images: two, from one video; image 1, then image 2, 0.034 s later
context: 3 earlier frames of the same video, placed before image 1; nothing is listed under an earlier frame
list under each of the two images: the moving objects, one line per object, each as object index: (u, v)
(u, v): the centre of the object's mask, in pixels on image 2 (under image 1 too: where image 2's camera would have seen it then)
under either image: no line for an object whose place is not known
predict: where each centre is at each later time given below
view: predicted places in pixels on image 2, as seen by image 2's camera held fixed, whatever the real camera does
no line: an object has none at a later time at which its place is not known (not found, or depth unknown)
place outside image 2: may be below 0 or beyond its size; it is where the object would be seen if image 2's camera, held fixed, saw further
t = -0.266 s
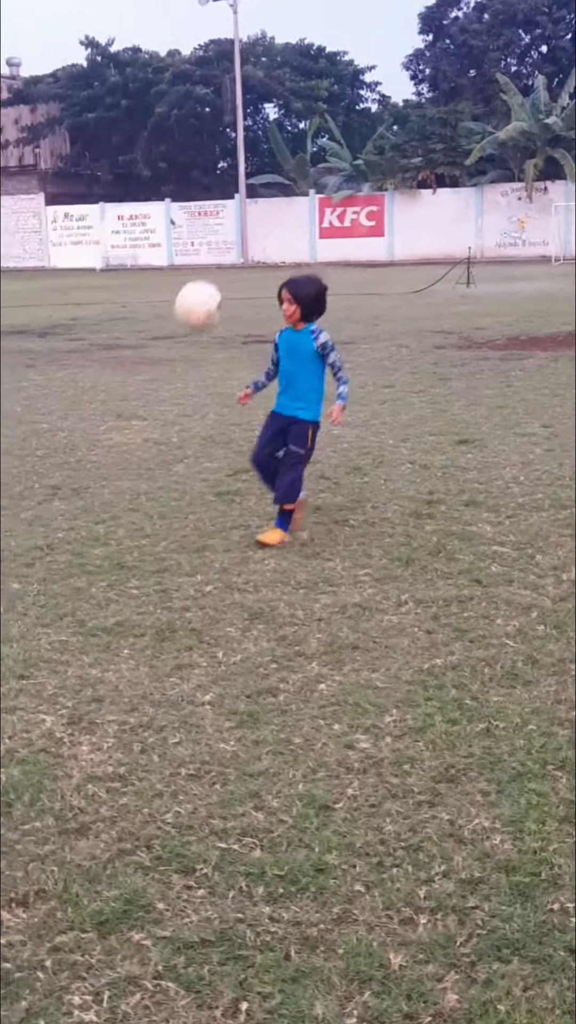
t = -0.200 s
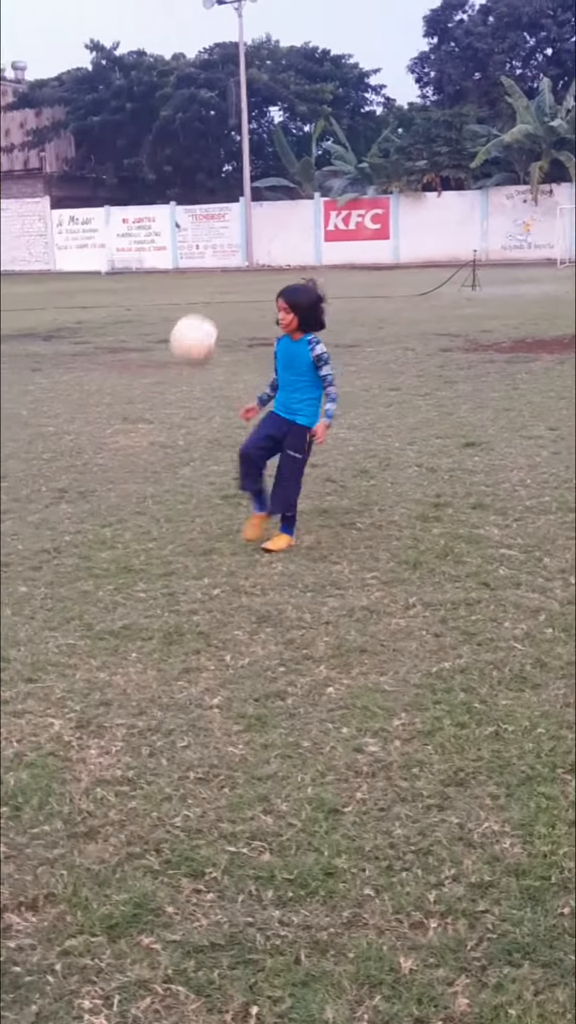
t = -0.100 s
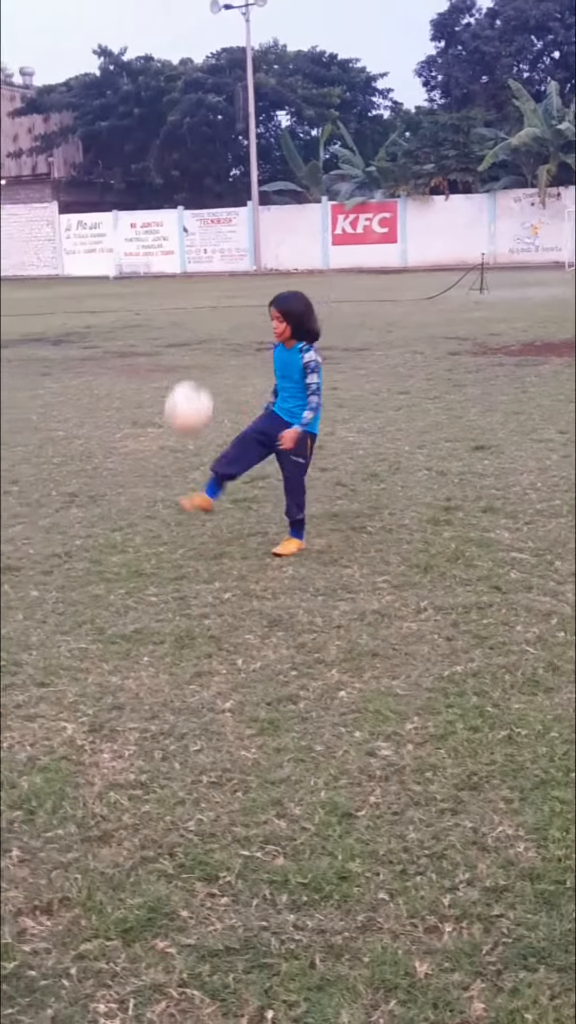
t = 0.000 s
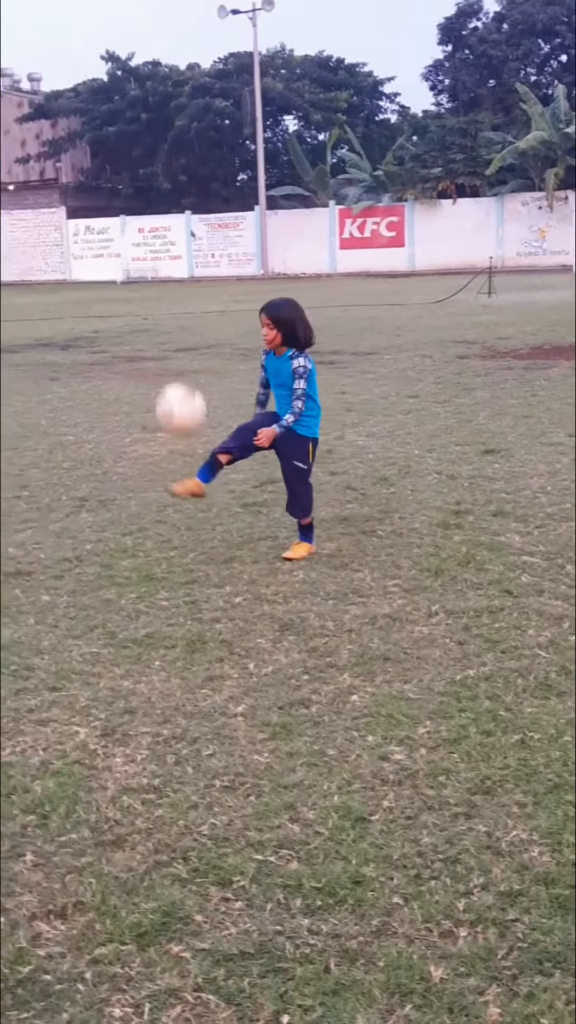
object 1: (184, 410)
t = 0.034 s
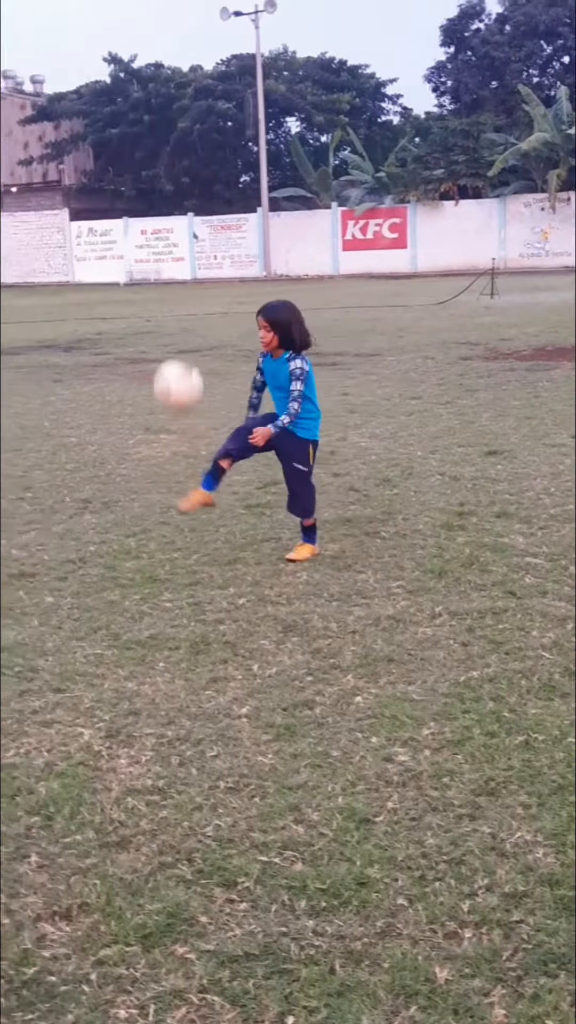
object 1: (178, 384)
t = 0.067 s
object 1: (171, 362)
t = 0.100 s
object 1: (164, 342)
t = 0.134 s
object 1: (156, 324)
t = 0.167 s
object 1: (149, 309)
